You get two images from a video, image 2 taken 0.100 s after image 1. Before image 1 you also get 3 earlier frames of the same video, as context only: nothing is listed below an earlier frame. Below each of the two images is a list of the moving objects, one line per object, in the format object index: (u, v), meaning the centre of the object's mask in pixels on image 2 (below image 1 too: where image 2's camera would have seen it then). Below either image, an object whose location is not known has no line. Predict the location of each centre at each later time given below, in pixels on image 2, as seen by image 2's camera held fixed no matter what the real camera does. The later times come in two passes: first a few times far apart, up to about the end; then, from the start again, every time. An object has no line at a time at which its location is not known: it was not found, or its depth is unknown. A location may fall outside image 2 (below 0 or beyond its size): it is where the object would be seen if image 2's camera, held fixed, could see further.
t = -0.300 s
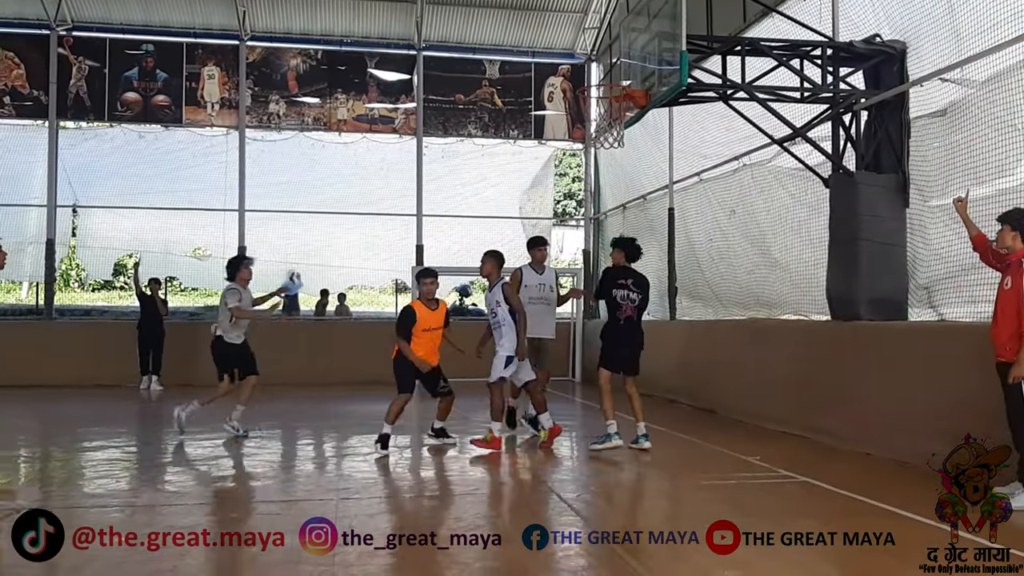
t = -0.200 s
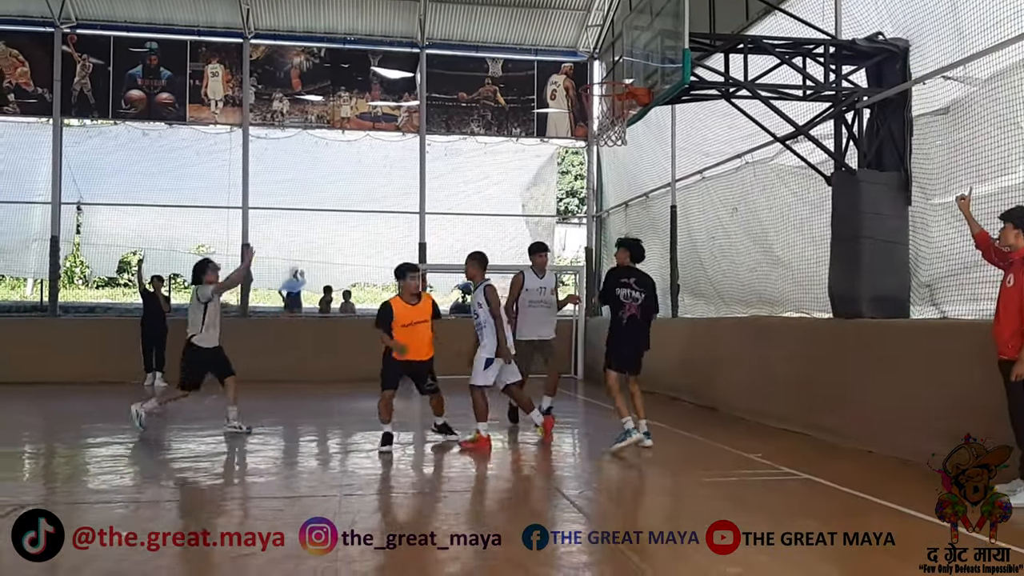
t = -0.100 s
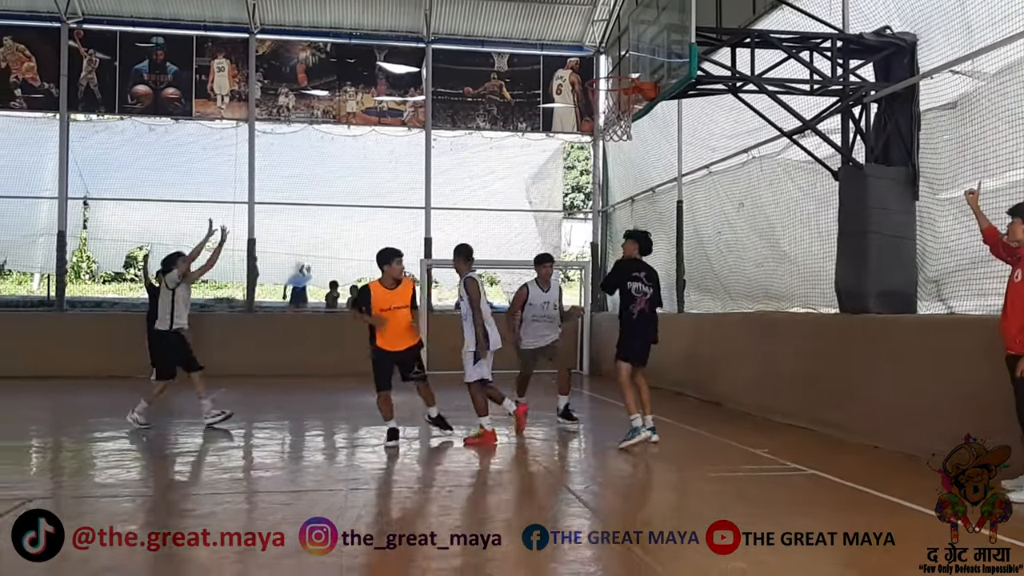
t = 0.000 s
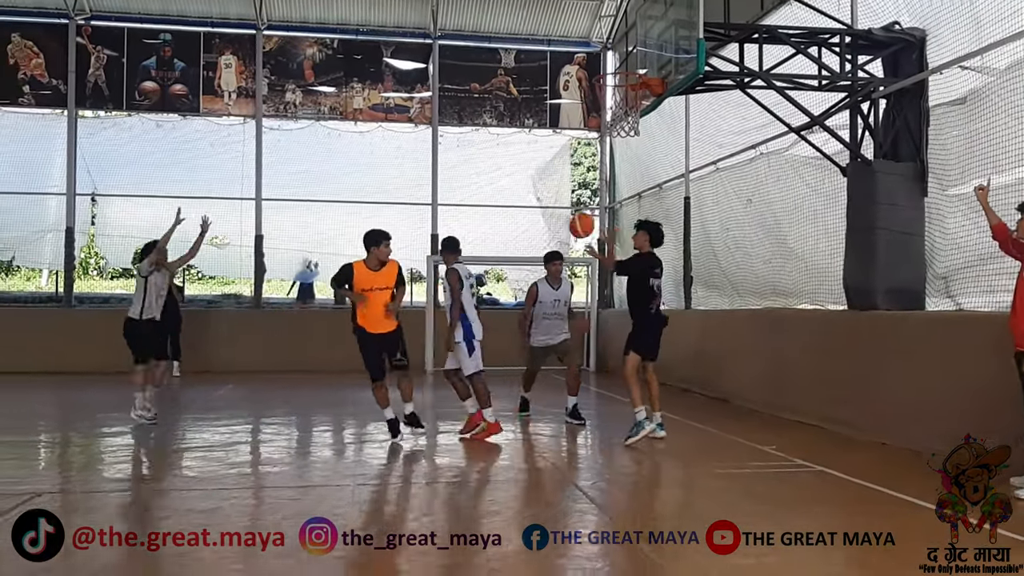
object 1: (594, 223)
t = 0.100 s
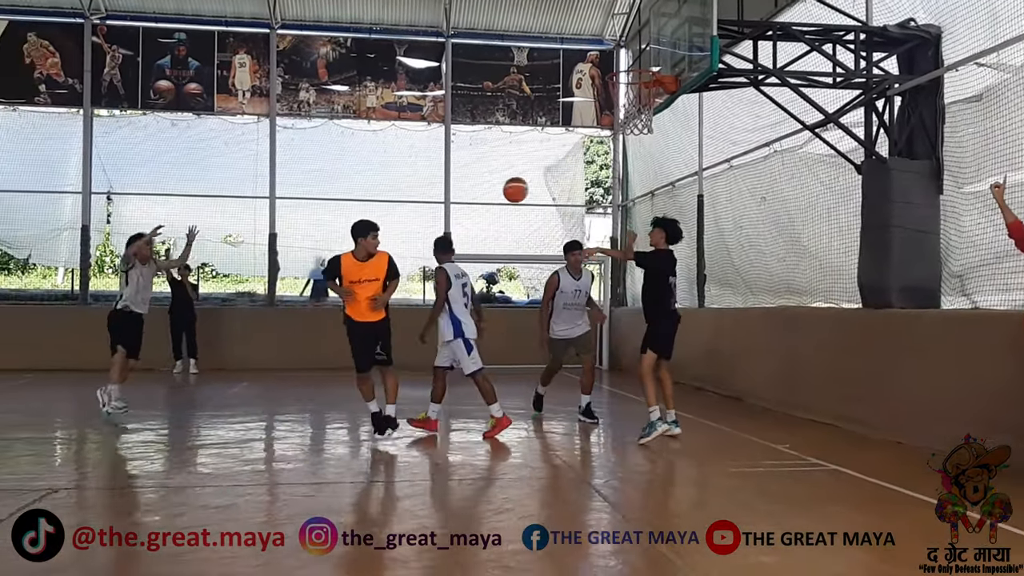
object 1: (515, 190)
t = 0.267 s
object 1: (393, 159)
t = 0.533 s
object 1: (219, 170)
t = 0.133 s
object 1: (490, 181)
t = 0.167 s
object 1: (465, 174)
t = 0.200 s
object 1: (441, 168)
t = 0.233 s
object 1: (417, 163)
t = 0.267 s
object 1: (393, 159)
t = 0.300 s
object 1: (370, 157)
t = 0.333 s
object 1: (347, 155)
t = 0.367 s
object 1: (325, 155)
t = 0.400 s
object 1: (303, 156)
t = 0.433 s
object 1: (281, 158)
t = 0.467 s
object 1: (260, 161)
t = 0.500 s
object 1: (240, 165)
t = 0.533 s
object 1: (219, 170)
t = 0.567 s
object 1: (199, 176)
